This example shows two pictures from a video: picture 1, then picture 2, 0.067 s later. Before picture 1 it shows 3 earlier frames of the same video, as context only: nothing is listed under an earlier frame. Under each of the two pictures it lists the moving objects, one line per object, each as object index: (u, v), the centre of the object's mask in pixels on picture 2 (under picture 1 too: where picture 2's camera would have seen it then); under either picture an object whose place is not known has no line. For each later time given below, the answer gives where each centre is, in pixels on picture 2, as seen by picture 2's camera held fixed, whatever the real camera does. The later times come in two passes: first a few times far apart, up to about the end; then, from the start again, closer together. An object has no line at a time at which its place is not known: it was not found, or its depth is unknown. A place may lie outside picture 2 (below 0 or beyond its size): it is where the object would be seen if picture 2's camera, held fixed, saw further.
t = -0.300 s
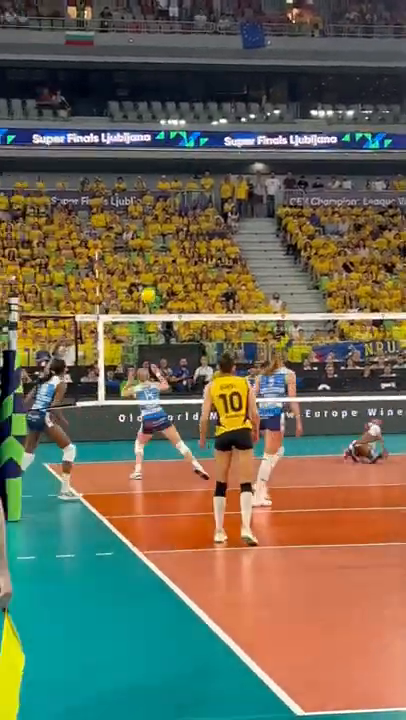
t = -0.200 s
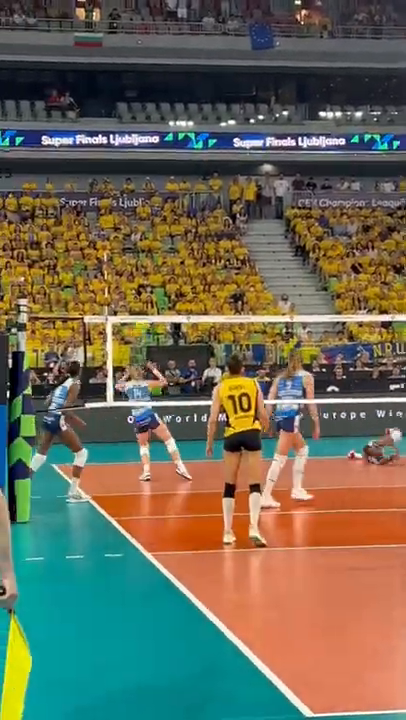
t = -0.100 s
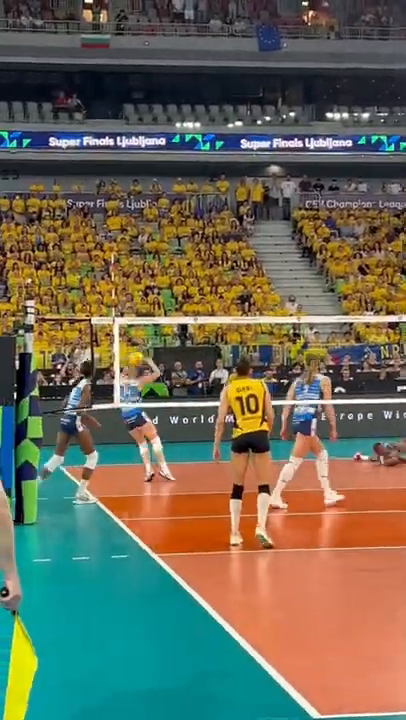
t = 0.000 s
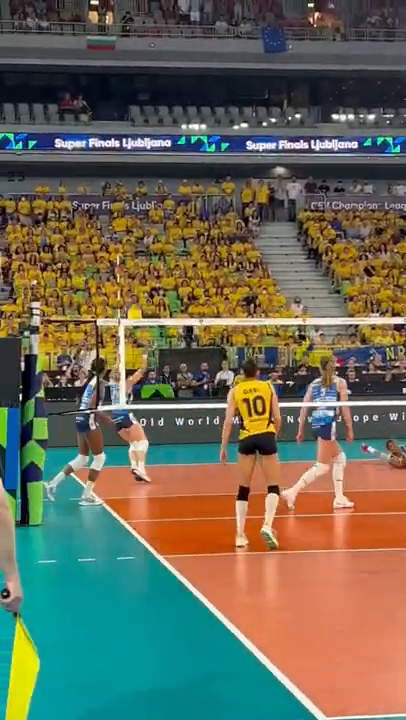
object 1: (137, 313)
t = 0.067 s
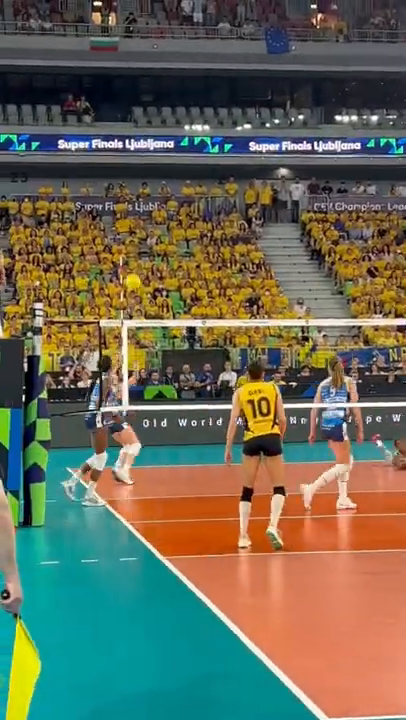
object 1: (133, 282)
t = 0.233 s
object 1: (122, 207)
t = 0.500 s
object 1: (104, 129)
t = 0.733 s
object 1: (88, 101)
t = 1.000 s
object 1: (71, 114)
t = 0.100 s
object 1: (131, 265)
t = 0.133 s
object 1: (129, 250)
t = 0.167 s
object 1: (127, 235)
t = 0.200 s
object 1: (123, 222)
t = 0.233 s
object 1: (122, 207)
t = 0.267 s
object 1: (120, 196)
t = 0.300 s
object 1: (117, 184)
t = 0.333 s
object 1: (115, 174)
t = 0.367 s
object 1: (113, 163)
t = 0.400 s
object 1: (111, 154)
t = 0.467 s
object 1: (105, 136)
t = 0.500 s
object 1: (104, 129)
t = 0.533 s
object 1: (101, 123)
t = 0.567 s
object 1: (99, 118)
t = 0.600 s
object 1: (96, 112)
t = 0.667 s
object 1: (92, 105)
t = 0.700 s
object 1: (90, 102)
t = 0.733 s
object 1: (88, 101)
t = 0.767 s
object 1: (86, 100)
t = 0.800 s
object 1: (84, 99)
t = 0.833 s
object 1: (81, 100)
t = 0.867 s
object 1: (79, 101)
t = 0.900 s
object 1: (77, 103)
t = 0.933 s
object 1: (75, 106)
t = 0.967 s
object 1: (73, 110)
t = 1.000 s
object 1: (71, 114)
